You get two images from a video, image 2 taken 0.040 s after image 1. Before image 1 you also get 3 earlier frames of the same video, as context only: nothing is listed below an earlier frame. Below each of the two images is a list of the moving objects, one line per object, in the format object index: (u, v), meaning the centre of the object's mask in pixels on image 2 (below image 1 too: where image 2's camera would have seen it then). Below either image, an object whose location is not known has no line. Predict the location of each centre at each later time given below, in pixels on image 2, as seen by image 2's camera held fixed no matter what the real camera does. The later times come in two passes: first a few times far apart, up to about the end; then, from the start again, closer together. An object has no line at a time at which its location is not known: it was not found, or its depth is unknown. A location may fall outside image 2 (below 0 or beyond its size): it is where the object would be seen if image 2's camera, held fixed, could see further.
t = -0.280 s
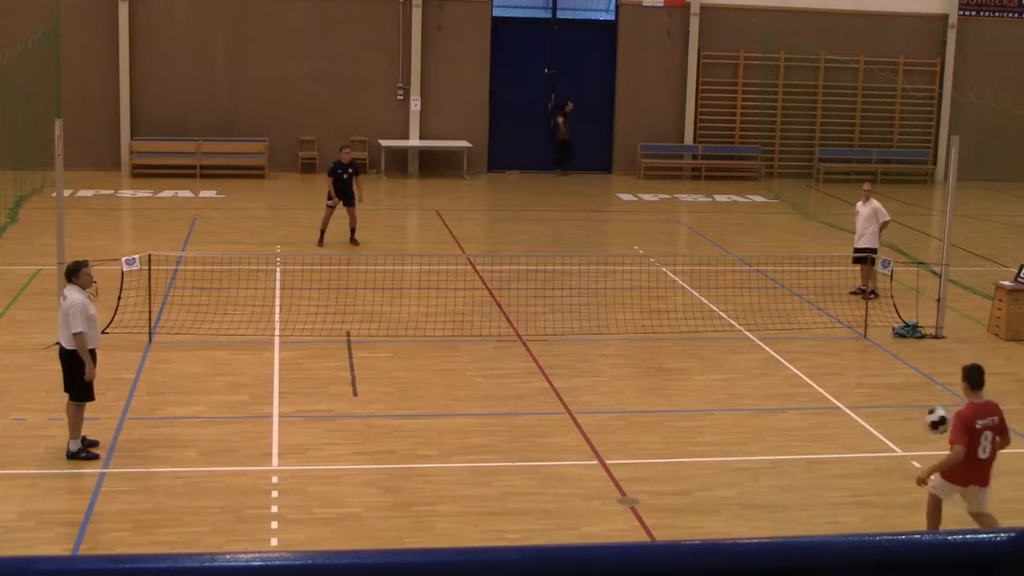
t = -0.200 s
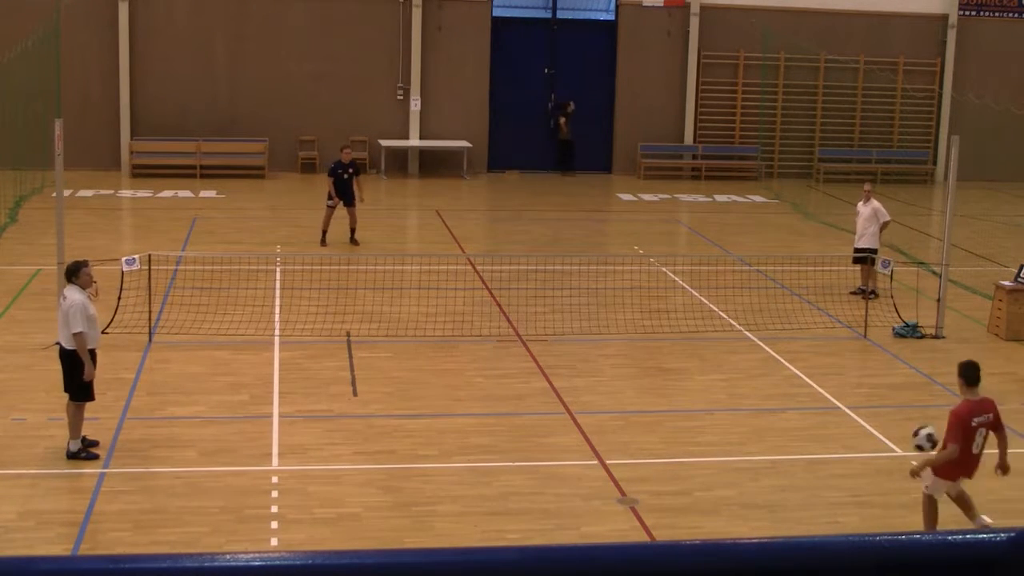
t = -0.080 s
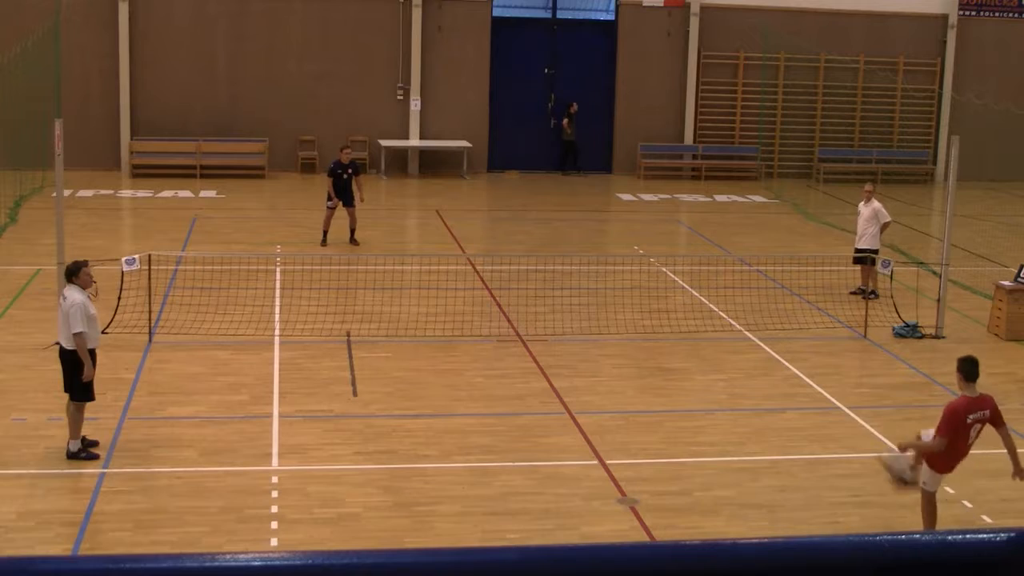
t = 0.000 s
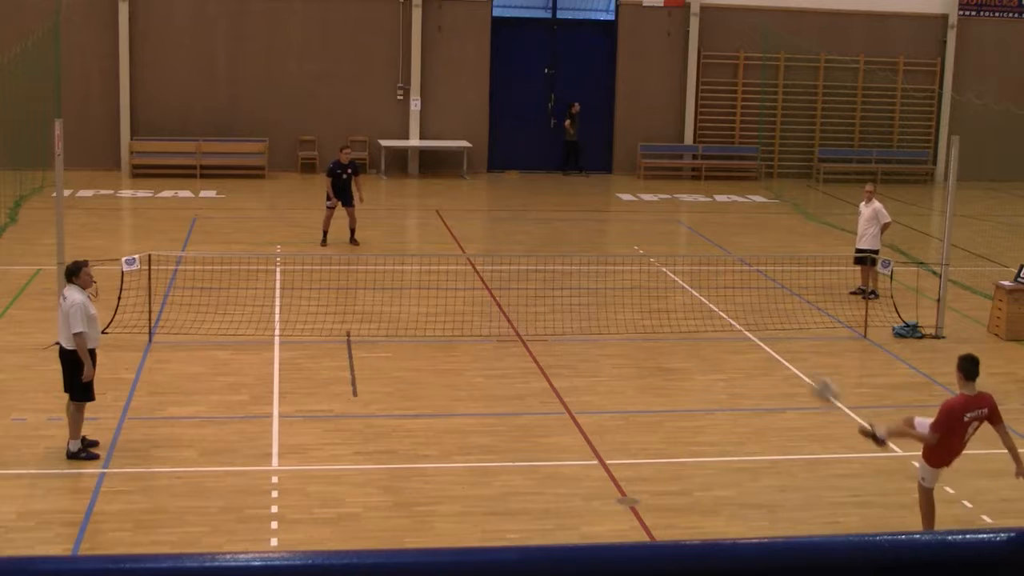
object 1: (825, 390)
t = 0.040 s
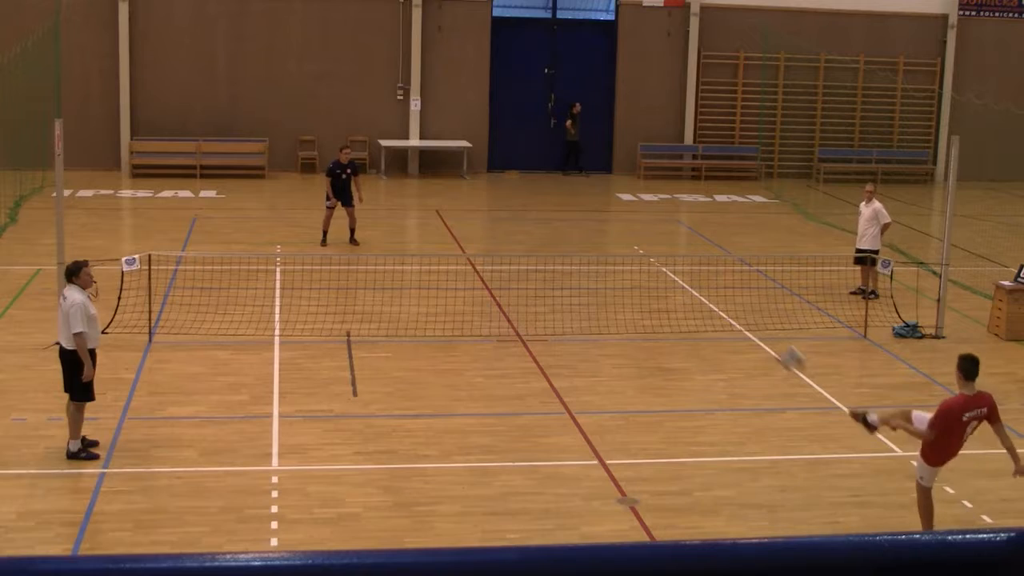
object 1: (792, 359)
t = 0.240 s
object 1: (649, 251)
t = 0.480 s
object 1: (527, 207)
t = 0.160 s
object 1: (700, 284)
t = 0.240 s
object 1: (649, 251)
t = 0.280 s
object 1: (626, 240)
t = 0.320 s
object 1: (605, 228)
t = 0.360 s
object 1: (584, 219)
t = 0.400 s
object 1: (563, 214)
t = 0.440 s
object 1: (546, 209)
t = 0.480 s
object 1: (527, 207)
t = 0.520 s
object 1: (511, 207)
